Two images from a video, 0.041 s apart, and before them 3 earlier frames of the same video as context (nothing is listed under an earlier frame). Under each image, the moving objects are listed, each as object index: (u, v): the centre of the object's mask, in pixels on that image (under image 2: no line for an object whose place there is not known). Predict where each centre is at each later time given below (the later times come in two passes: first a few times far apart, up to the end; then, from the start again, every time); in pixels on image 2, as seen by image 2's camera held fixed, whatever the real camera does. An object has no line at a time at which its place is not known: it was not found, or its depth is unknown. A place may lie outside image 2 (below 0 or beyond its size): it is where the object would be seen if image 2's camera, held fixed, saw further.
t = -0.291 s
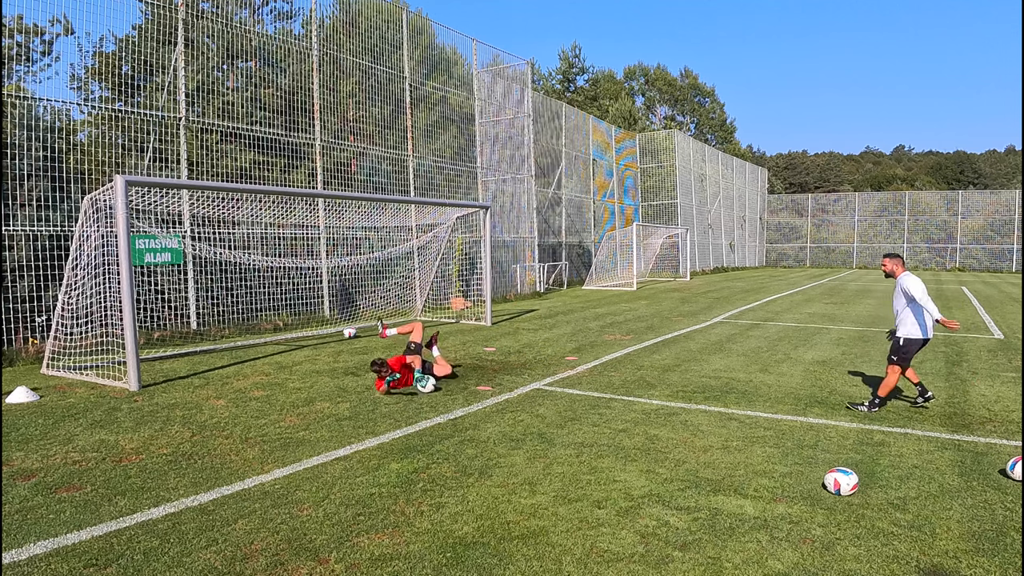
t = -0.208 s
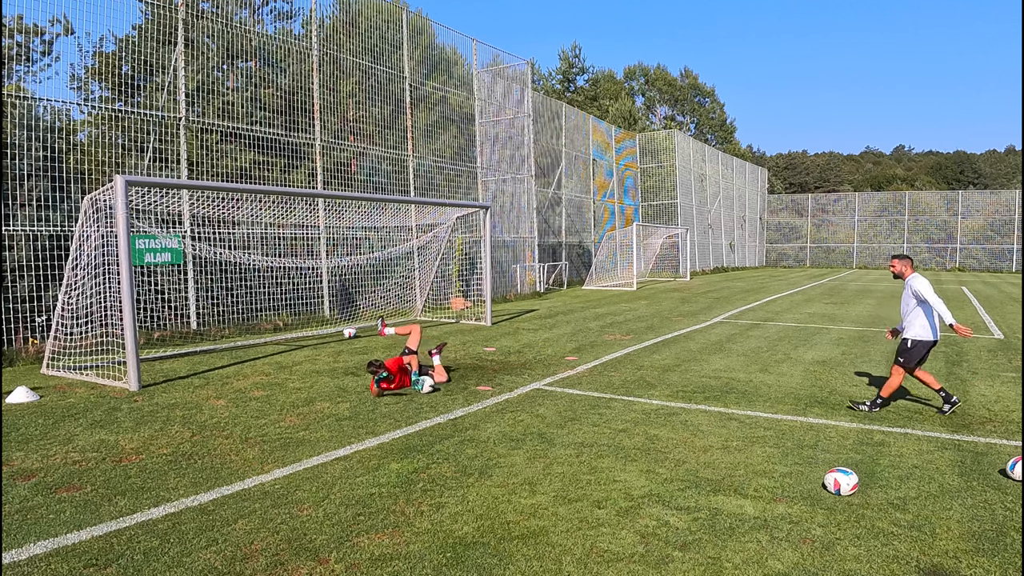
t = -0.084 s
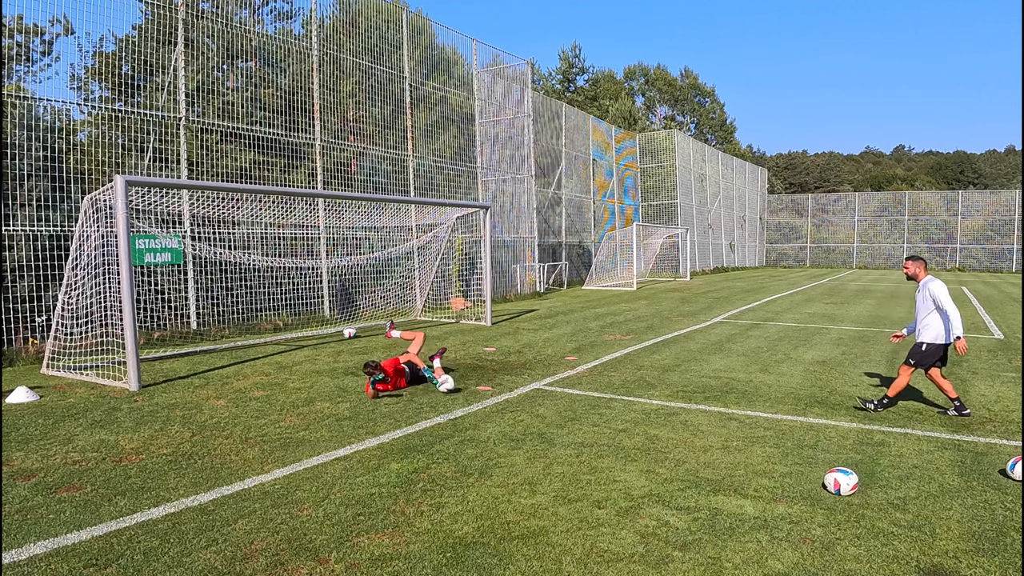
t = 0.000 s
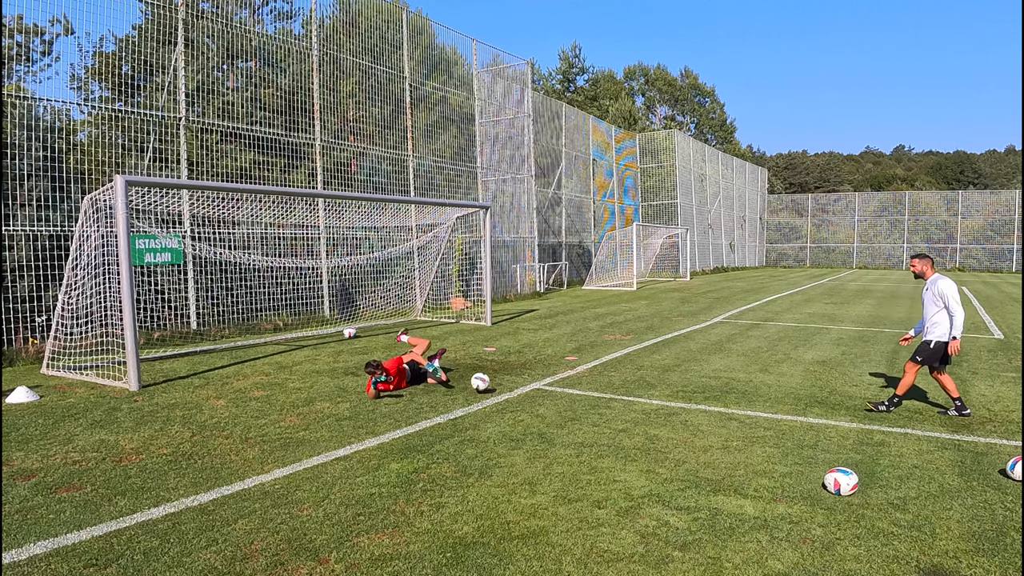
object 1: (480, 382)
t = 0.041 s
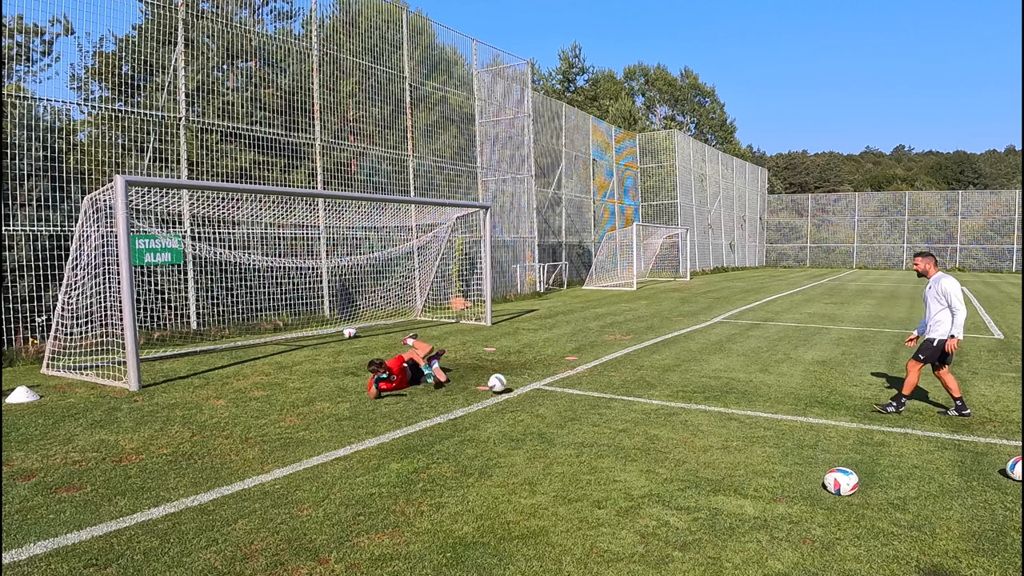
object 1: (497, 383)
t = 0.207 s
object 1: (554, 384)
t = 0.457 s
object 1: (622, 386)
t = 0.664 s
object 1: (674, 387)
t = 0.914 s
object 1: (733, 387)
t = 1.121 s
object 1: (777, 387)
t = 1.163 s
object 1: (786, 387)
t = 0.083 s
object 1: (514, 385)
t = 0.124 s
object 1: (529, 387)
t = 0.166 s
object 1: (542, 385)
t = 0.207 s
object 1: (554, 384)
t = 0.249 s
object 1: (566, 385)
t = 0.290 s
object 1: (579, 386)
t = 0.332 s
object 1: (591, 387)
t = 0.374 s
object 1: (601, 385)
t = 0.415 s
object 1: (612, 385)
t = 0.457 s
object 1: (622, 386)
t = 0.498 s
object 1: (633, 387)
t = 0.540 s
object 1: (643, 386)
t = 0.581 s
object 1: (654, 385)
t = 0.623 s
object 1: (664, 385)
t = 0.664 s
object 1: (674, 387)
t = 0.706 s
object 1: (684, 388)
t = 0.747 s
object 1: (694, 387)
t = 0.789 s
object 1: (704, 386)
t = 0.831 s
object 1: (713, 387)
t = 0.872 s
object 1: (723, 387)
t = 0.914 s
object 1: (733, 387)
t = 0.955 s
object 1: (742, 387)
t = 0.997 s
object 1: (751, 387)
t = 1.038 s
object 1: (760, 387)
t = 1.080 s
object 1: (769, 387)
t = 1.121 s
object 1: (777, 387)
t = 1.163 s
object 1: (786, 387)
